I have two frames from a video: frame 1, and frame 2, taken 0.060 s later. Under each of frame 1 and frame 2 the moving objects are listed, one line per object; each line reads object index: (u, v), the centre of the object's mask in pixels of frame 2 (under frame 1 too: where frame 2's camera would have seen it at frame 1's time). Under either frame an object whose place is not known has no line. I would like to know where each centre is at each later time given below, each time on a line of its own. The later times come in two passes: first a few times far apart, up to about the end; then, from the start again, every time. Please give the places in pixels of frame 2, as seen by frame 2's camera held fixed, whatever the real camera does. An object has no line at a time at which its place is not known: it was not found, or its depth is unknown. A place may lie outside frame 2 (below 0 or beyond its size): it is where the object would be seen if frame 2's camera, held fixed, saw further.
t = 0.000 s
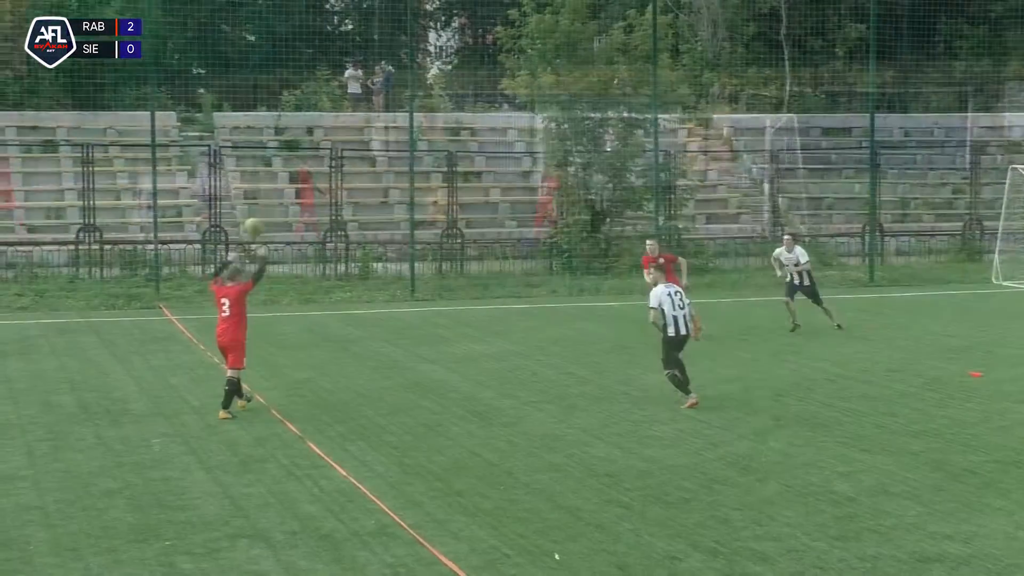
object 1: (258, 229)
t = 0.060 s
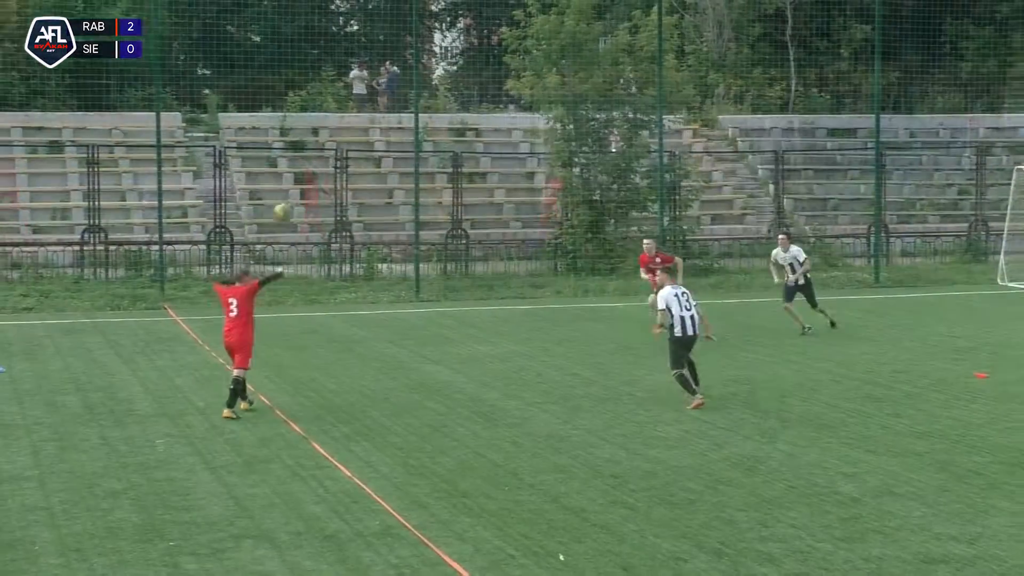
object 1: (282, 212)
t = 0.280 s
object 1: (362, 188)
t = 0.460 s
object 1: (419, 197)
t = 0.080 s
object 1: (289, 208)
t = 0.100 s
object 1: (297, 204)
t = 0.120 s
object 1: (306, 201)
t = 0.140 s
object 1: (312, 197)
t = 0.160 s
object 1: (321, 194)
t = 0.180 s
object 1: (328, 193)
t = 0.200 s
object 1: (335, 191)
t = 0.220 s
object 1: (341, 189)
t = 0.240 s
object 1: (348, 189)
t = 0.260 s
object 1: (355, 187)
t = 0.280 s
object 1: (362, 188)
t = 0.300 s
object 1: (369, 188)
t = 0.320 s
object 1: (375, 188)
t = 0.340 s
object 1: (381, 188)
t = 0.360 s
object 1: (388, 189)
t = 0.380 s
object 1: (394, 190)
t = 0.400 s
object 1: (401, 191)
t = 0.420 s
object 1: (406, 193)
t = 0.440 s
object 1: (413, 194)
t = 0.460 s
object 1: (419, 197)
